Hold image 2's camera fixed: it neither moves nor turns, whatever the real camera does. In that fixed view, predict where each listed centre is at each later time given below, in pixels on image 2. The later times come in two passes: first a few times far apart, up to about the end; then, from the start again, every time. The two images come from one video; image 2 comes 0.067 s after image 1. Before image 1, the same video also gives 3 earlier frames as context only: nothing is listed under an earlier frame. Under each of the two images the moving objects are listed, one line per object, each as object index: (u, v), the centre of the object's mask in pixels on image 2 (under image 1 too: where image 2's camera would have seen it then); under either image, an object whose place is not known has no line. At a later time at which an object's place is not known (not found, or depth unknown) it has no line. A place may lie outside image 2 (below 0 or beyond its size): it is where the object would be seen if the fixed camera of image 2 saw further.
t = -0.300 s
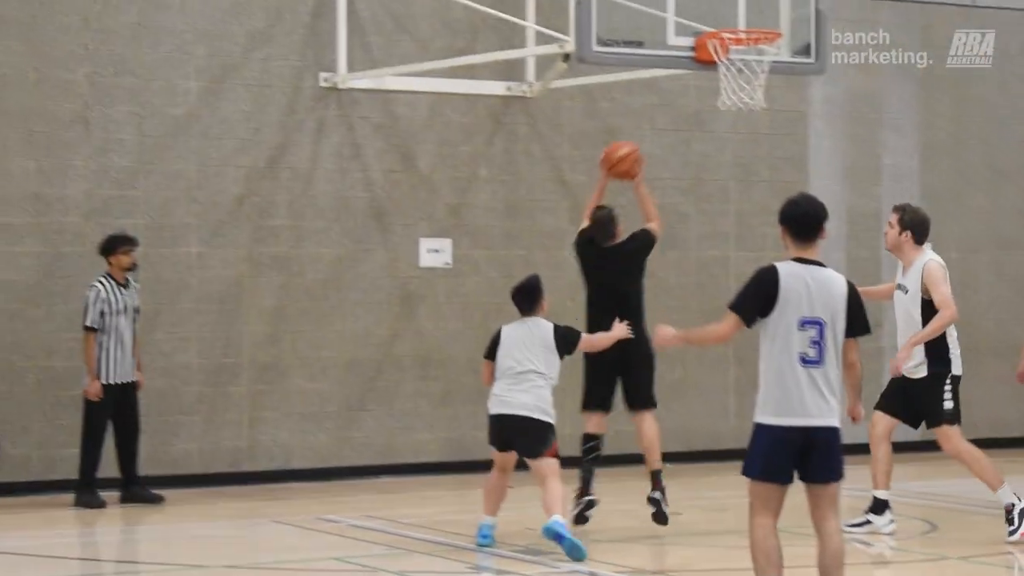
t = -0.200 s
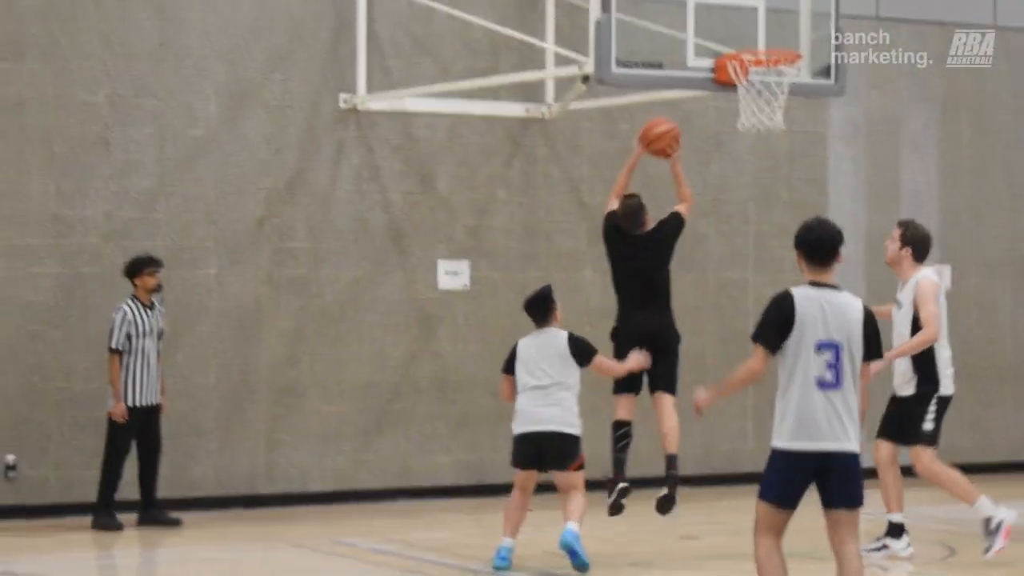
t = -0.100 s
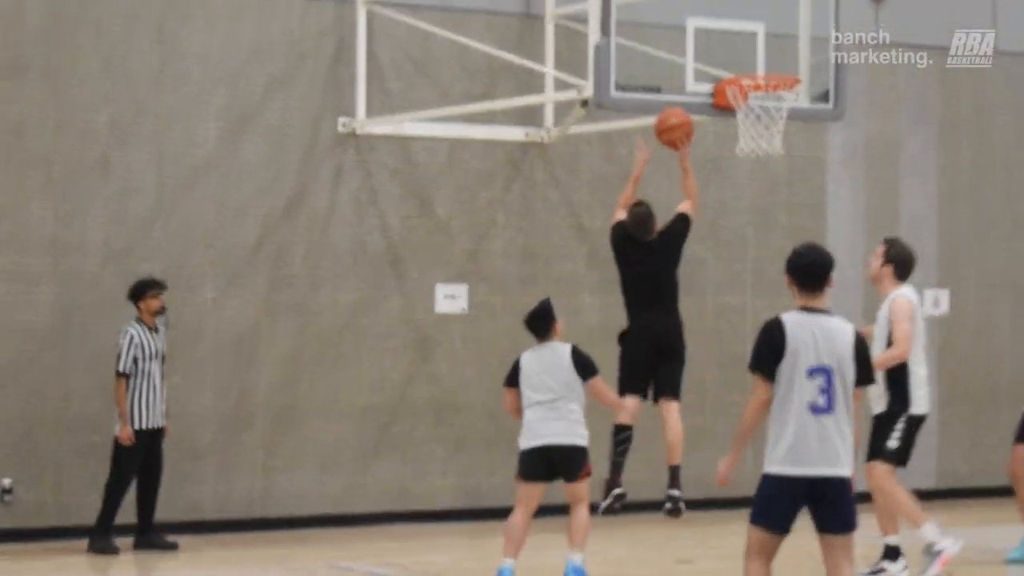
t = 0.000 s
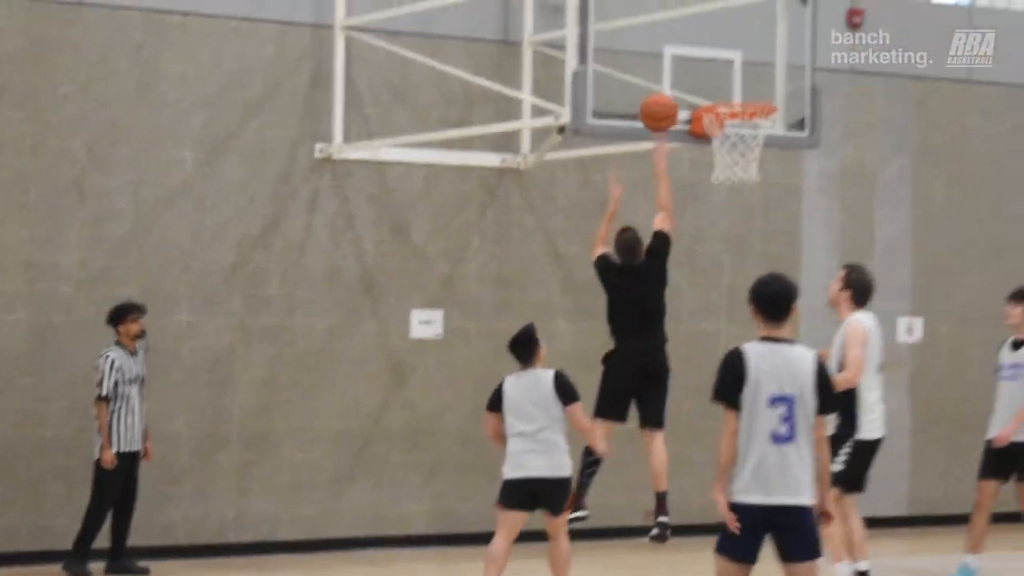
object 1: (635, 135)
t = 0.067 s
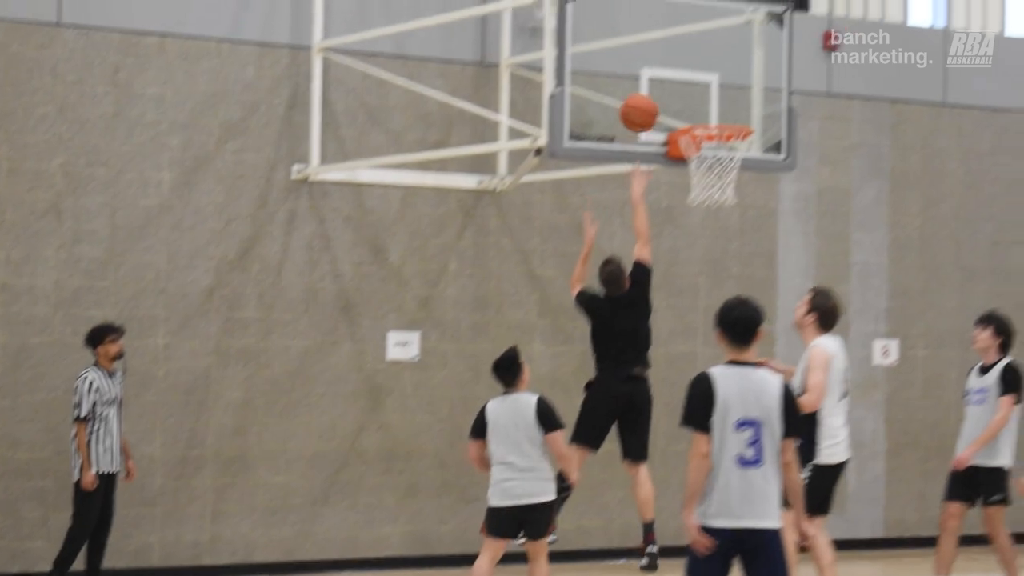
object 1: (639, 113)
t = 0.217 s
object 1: (646, 91)
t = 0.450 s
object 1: (697, 105)
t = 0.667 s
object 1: (729, 115)
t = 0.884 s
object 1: (725, 159)
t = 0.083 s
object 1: (640, 109)
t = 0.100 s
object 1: (640, 105)
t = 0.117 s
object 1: (641, 102)
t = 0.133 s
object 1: (642, 99)
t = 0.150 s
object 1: (643, 96)
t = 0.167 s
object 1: (643, 94)
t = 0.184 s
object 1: (644, 93)
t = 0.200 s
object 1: (644, 92)
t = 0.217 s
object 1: (646, 91)
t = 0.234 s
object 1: (650, 92)
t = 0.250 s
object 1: (654, 93)
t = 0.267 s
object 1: (658, 94)
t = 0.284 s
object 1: (662, 96)
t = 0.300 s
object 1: (666, 97)
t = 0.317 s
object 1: (670, 99)
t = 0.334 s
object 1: (674, 102)
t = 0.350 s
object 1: (678, 105)
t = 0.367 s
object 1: (682, 109)
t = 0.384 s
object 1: (685, 109)
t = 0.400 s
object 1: (688, 108)
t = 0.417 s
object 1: (691, 106)
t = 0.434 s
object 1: (694, 105)
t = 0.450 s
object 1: (697, 105)
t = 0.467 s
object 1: (700, 104)
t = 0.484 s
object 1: (703, 104)
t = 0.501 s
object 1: (707, 104)
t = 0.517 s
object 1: (709, 105)
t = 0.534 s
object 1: (713, 106)
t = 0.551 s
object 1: (716, 107)
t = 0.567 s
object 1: (719, 109)
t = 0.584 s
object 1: (722, 110)
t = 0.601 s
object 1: (725, 112)
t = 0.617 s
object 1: (729, 114)
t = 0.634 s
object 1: (729, 115)
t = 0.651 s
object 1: (730, 114)
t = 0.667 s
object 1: (729, 115)
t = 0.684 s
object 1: (729, 115)
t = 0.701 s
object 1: (729, 116)
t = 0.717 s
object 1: (729, 117)
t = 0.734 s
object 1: (729, 118)
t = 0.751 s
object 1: (728, 128)
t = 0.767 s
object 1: (727, 131)
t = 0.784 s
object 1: (728, 135)
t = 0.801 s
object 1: (728, 138)
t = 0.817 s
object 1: (727, 141)
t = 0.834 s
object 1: (726, 145)
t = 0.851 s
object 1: (725, 147)
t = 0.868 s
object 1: (726, 151)
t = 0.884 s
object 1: (725, 159)
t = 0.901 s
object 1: (725, 161)
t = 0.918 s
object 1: (724, 165)
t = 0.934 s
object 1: (723, 169)
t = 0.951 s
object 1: (722, 171)
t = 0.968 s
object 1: (721, 173)
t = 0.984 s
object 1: (720, 176)
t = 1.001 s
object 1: (721, 178)
